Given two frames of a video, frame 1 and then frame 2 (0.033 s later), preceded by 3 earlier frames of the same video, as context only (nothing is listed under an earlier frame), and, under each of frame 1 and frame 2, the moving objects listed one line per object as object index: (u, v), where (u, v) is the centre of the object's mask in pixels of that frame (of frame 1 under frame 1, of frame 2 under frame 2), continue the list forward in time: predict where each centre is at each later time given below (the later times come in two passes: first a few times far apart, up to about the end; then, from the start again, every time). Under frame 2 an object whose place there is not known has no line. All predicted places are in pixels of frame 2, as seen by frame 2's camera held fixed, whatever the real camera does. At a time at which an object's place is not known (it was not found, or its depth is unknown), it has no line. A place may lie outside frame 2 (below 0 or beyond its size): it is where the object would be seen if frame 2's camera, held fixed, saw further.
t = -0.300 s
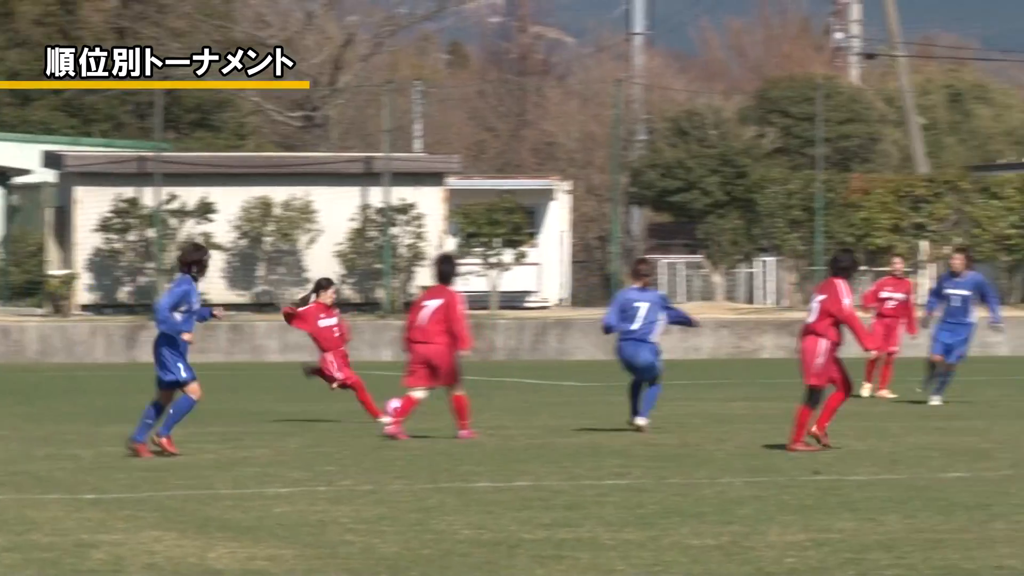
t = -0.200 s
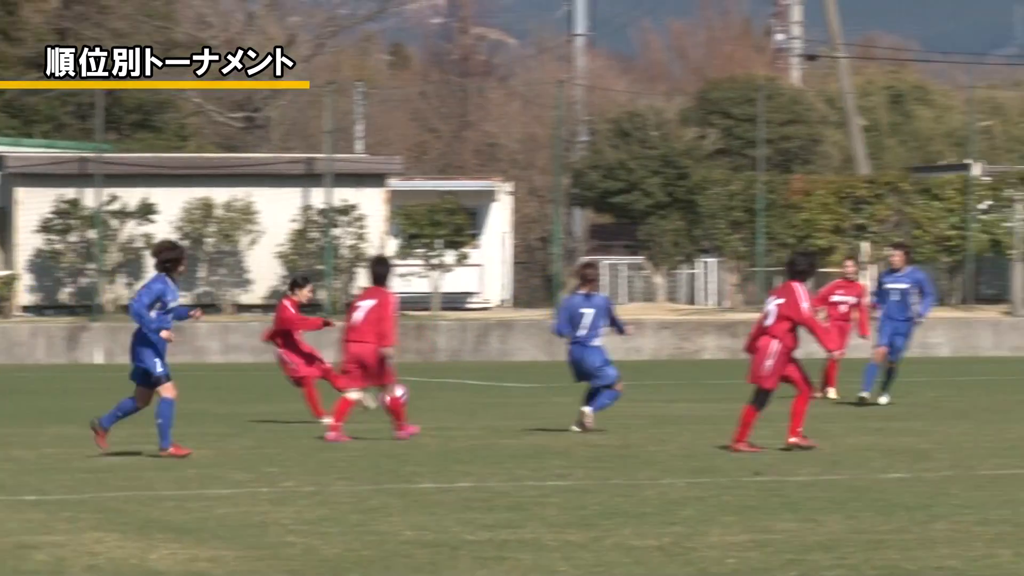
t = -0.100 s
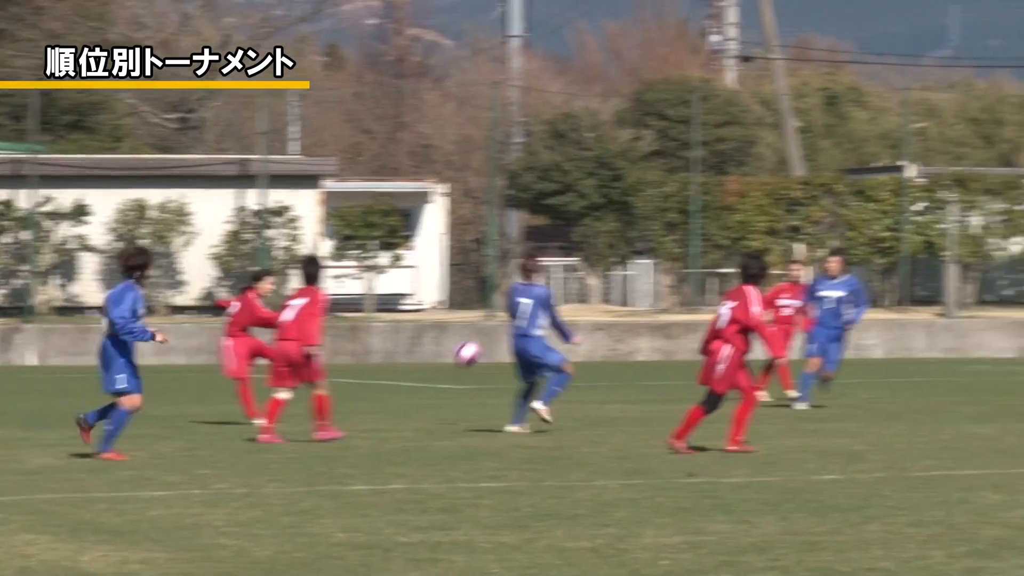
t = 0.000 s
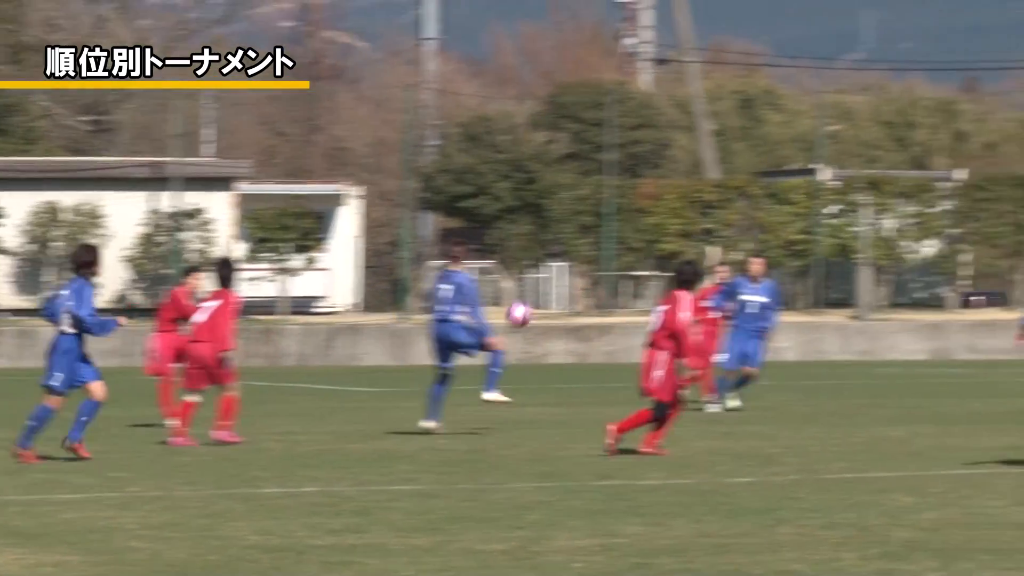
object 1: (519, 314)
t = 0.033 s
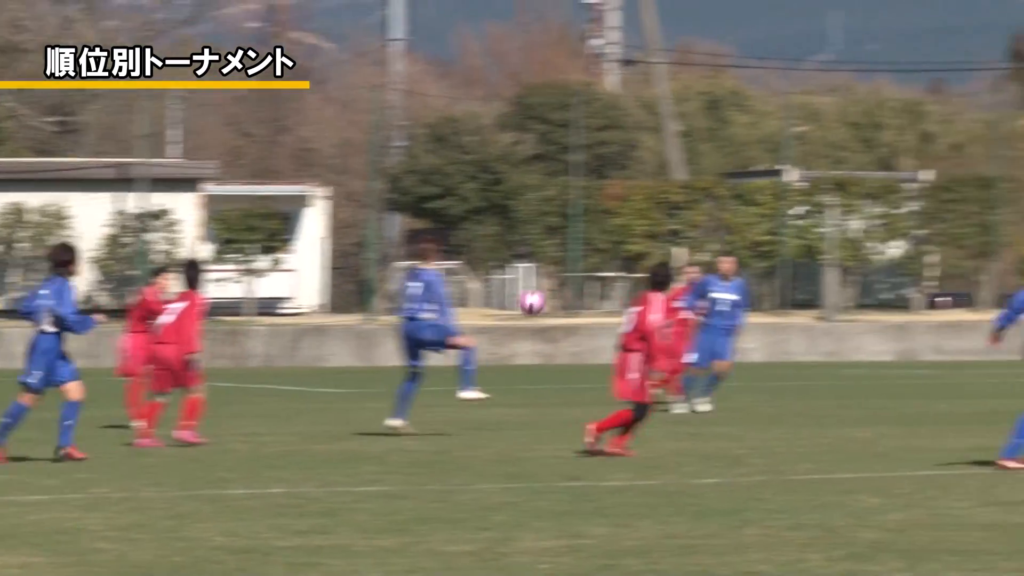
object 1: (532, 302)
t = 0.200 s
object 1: (757, 242)
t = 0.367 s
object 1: (984, 191)
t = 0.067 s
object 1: (577, 288)
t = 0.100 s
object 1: (621, 276)
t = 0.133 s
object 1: (666, 263)
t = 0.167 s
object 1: (713, 252)
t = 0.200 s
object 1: (757, 242)
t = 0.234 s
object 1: (801, 231)
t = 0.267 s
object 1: (846, 221)
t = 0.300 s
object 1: (891, 210)
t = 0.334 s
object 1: (937, 200)
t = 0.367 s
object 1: (984, 191)
